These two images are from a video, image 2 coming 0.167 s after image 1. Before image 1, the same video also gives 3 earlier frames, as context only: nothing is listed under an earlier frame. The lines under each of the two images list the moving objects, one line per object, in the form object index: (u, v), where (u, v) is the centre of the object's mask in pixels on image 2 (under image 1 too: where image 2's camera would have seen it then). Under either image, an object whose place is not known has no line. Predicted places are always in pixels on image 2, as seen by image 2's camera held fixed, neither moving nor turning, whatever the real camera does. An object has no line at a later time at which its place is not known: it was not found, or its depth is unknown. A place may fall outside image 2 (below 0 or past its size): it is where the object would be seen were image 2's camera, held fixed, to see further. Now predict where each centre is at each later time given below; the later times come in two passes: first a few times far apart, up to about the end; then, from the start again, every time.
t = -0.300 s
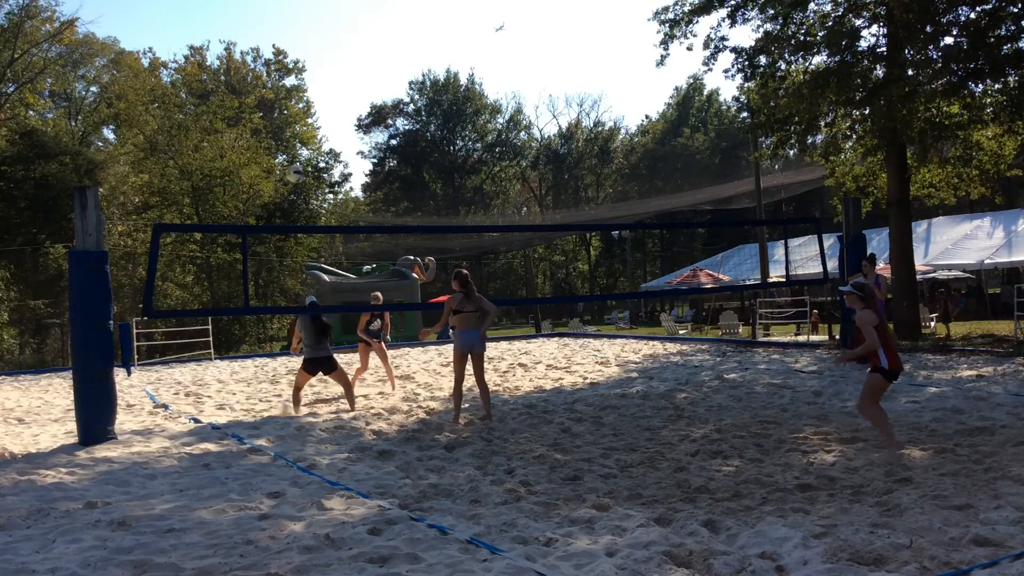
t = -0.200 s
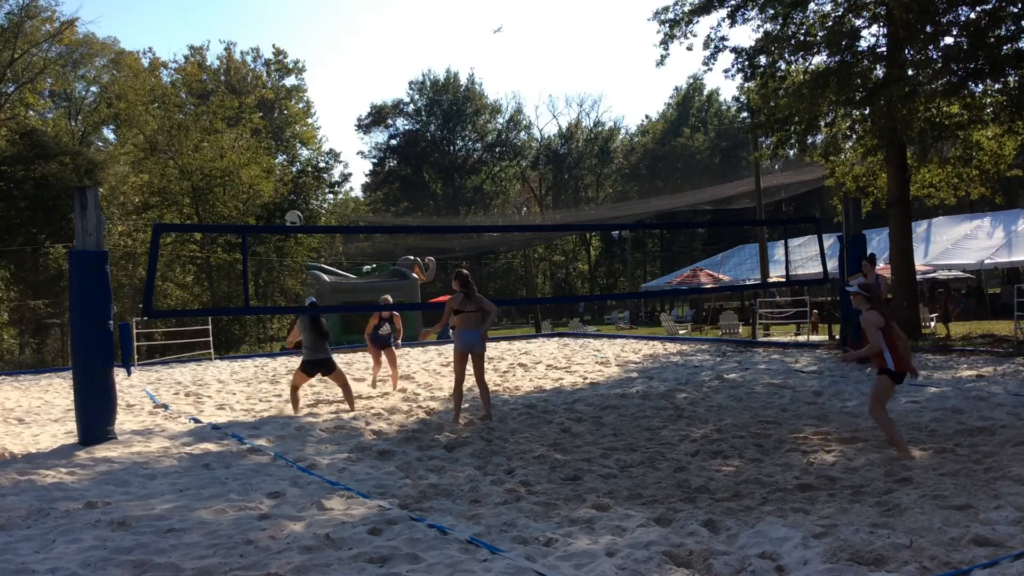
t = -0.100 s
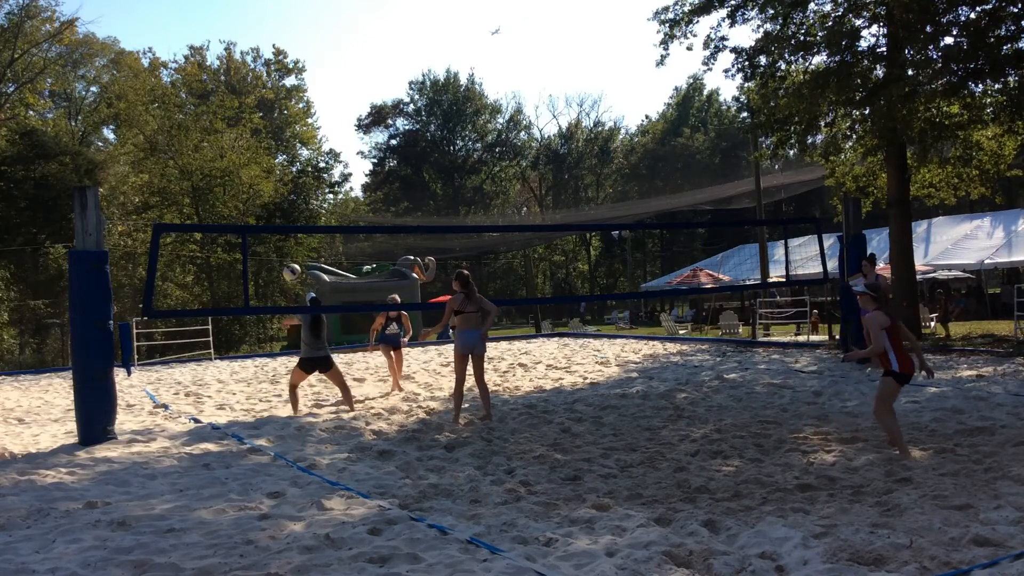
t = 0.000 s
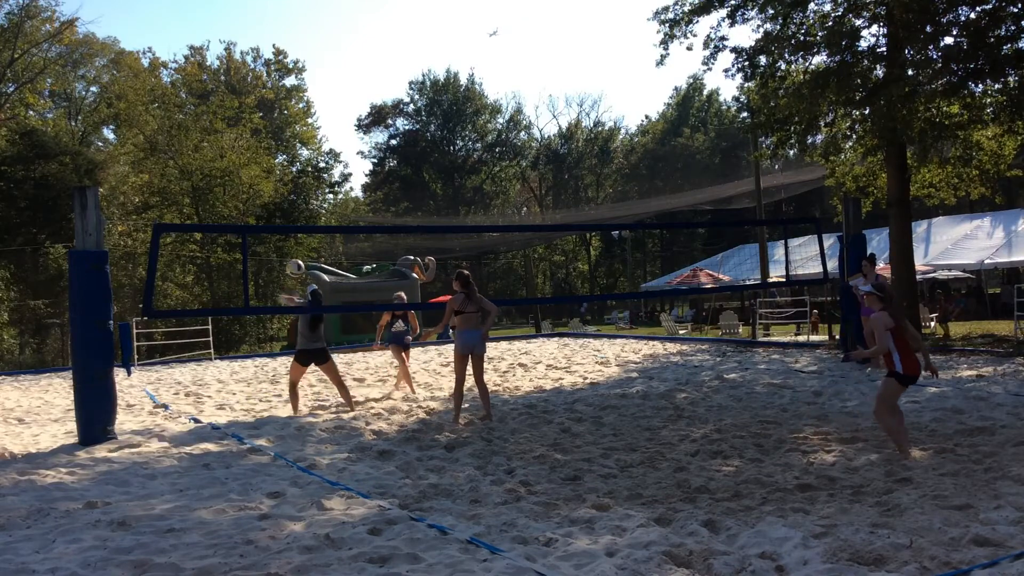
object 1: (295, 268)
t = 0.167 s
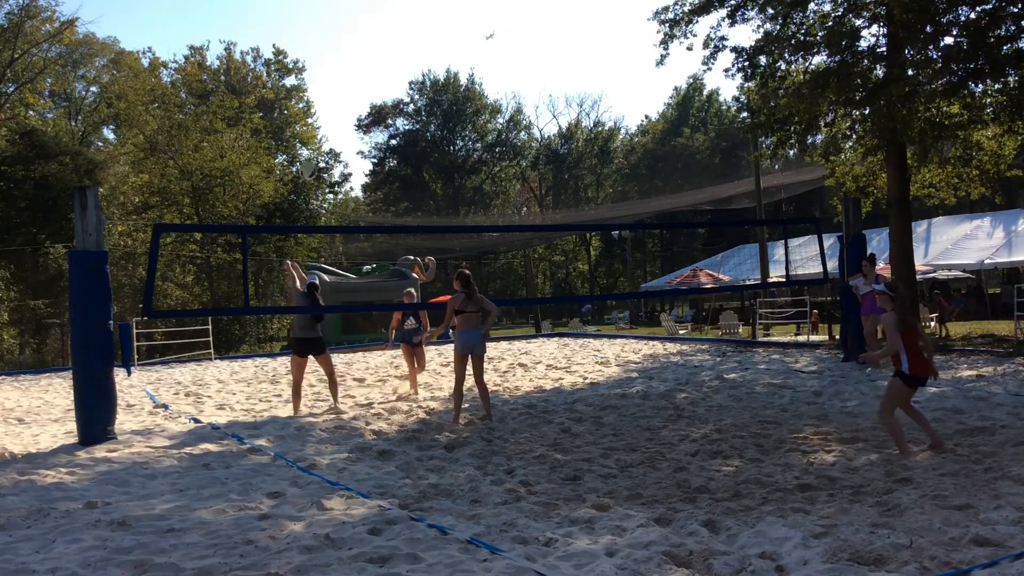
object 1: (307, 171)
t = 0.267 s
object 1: (315, 123)
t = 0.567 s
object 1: (336, 28)
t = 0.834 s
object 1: (357, 6)
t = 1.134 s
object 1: (383, 44)
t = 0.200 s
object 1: (310, 154)
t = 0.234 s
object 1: (313, 137)
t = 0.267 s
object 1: (315, 123)
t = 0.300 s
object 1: (317, 109)
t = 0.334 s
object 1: (320, 96)
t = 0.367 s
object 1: (322, 83)
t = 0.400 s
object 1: (325, 72)
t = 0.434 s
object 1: (327, 61)
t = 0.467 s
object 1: (329, 52)
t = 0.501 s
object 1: (331, 43)
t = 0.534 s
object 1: (334, 35)
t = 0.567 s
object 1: (336, 28)
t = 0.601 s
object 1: (338, 22)
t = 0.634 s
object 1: (341, 17)
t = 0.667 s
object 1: (344, 12)
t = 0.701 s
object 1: (346, 9)
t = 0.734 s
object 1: (349, 7)
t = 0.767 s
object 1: (352, 6)
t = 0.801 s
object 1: (355, 6)
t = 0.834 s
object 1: (357, 6)
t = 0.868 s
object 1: (360, 6)
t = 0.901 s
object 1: (363, 7)
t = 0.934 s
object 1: (366, 9)
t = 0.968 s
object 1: (369, 13)
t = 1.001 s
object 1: (371, 17)
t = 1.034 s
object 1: (374, 22)
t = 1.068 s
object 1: (377, 29)
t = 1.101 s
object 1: (380, 36)
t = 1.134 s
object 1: (383, 44)
